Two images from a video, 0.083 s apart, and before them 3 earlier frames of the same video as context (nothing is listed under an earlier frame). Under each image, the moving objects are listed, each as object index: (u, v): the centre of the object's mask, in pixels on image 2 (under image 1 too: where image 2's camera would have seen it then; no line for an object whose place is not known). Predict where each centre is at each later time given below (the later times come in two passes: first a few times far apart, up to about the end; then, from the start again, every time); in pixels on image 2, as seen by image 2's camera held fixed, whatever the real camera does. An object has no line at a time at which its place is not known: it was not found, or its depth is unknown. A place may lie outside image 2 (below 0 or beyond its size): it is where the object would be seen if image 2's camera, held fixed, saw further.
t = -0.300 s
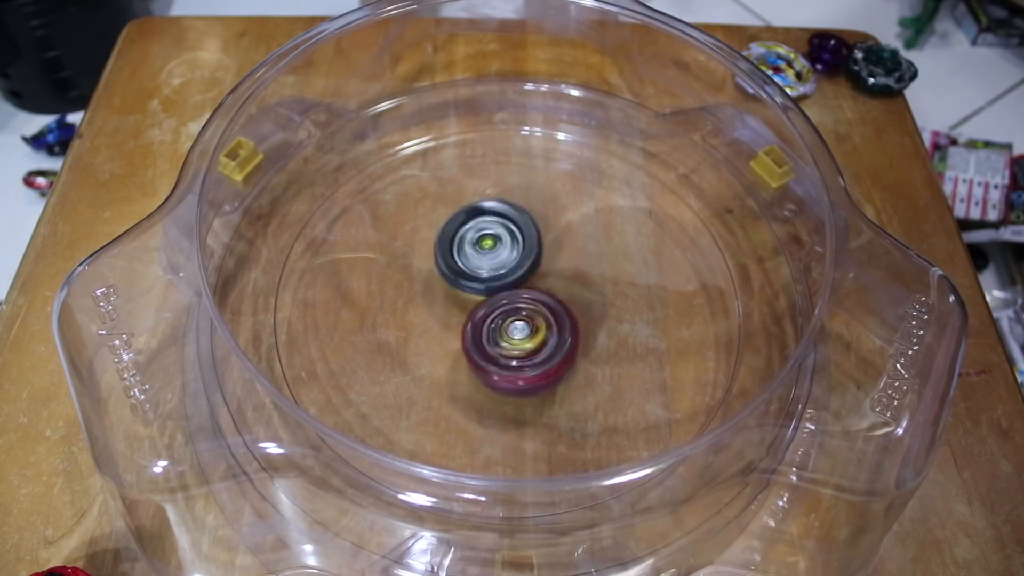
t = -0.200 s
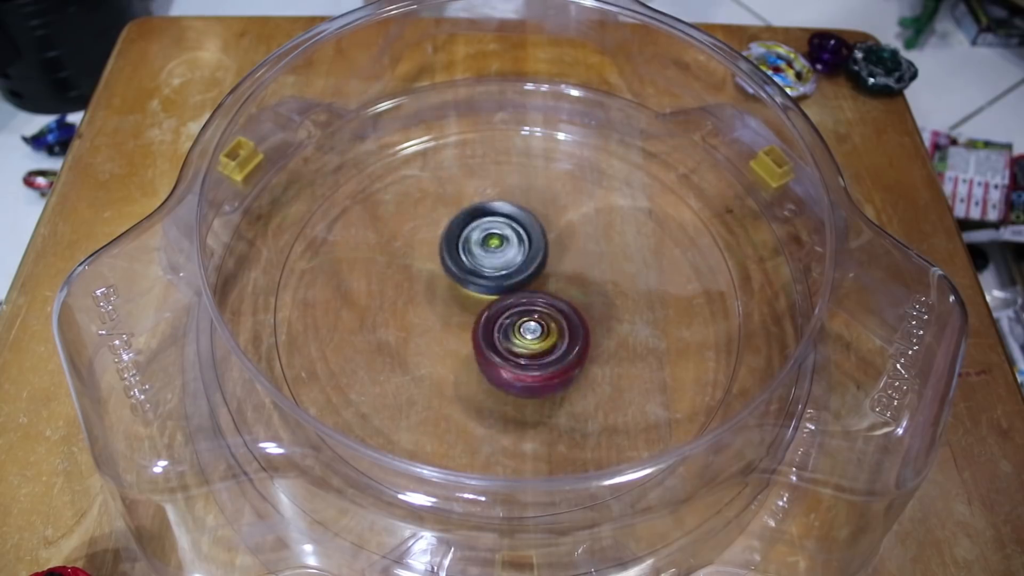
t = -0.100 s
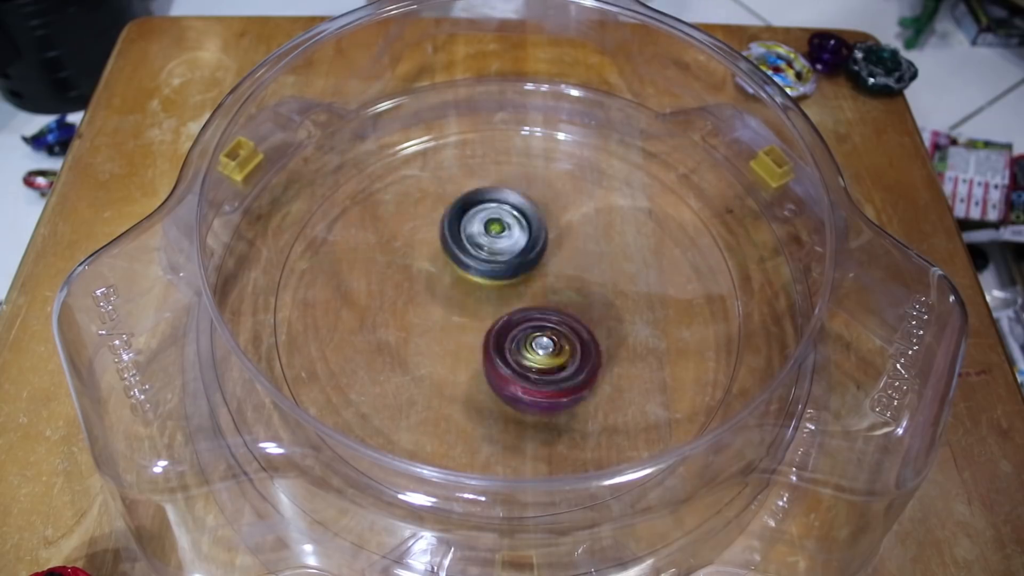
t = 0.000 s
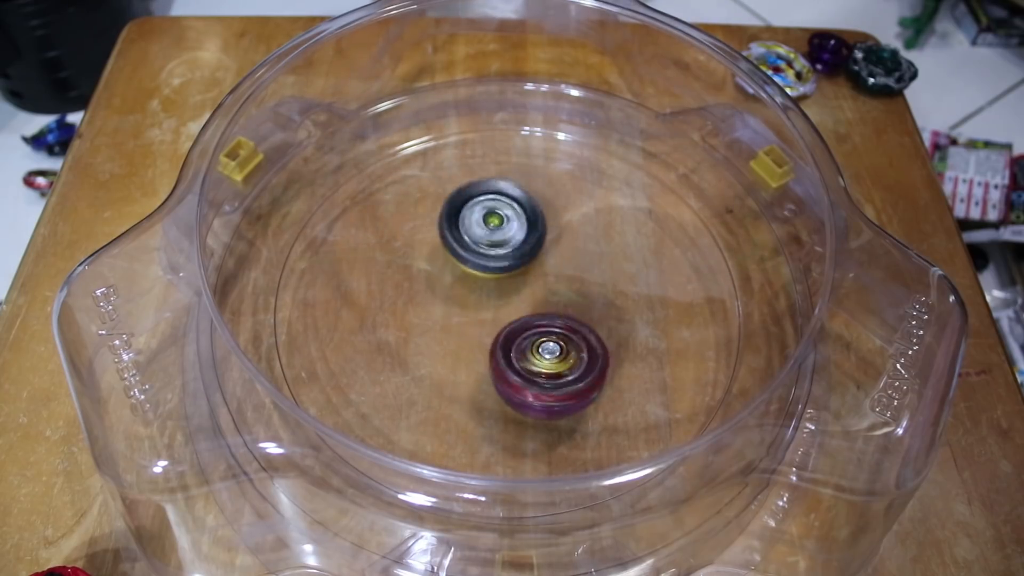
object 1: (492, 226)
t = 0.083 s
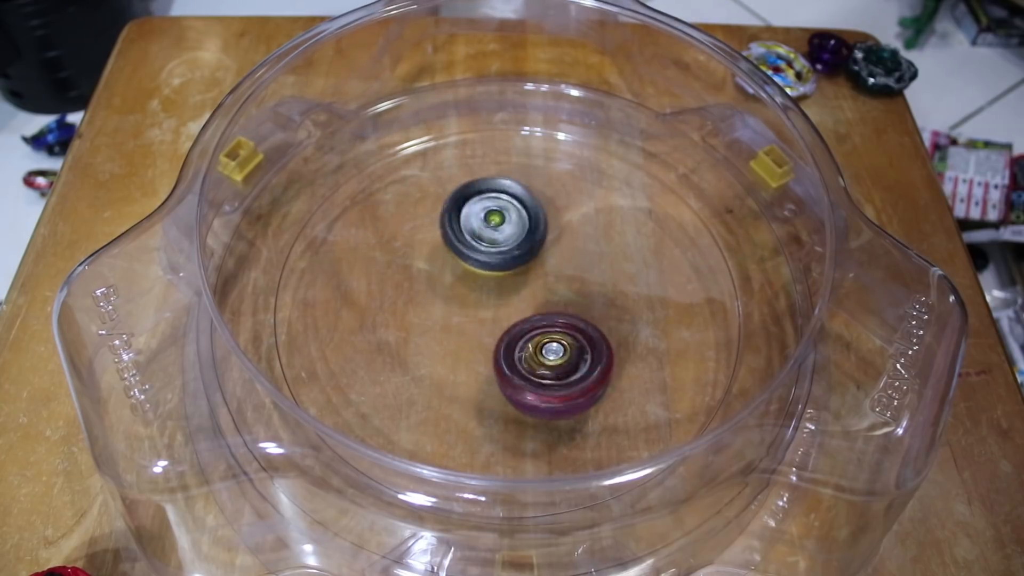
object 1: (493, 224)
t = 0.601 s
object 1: (506, 239)
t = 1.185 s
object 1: (500, 249)
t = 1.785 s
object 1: (516, 246)
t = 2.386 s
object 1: (497, 198)
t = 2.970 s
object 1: (472, 237)
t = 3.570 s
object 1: (453, 249)
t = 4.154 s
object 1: (476, 285)
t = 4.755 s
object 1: (472, 277)
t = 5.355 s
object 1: (484, 258)
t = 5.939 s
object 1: (509, 246)
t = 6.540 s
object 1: (576, 258)
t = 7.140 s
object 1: (571, 246)
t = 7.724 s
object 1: (569, 209)
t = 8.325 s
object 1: (488, 216)
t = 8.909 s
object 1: (470, 243)
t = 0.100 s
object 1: (494, 225)
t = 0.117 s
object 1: (494, 224)
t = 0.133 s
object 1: (495, 225)
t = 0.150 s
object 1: (496, 226)
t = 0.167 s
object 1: (497, 226)
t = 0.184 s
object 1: (498, 228)
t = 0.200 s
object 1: (499, 229)
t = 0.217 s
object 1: (499, 230)
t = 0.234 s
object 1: (500, 231)
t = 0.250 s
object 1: (502, 233)
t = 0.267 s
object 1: (502, 235)
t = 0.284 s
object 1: (503, 237)
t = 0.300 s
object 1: (505, 239)
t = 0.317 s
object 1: (506, 241)
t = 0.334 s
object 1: (507, 243)
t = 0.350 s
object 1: (508, 244)
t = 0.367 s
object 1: (509, 244)
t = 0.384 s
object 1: (510, 243)
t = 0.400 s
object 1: (510, 244)
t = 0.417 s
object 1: (511, 245)
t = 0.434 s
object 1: (510, 243)
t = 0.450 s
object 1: (510, 241)
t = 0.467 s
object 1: (508, 239)
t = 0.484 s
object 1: (507, 237)
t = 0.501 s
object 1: (508, 236)
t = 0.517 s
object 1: (508, 237)
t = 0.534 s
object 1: (507, 238)
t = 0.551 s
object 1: (507, 237)
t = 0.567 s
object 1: (507, 238)
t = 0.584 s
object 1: (506, 239)
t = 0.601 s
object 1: (506, 239)
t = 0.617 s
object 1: (506, 241)
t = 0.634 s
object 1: (506, 242)
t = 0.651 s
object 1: (504, 243)
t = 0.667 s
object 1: (505, 244)
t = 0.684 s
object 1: (505, 246)
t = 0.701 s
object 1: (504, 247)
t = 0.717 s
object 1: (505, 248)
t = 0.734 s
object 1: (505, 249)
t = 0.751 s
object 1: (504, 249)
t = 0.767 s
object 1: (505, 248)
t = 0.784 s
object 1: (505, 249)
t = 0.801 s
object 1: (504, 250)
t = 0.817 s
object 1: (503, 250)
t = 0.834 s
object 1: (503, 251)
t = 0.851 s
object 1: (504, 251)
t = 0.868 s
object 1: (502, 251)
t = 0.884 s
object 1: (502, 250)
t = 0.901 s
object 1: (502, 251)
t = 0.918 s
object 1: (501, 252)
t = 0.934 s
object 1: (500, 251)
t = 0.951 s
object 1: (500, 252)
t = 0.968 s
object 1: (500, 252)
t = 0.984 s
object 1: (499, 253)
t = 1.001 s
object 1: (499, 253)
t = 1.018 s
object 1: (499, 253)
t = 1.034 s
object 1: (499, 255)
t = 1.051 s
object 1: (499, 255)
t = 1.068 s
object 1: (499, 256)
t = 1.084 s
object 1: (500, 254)
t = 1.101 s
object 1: (500, 252)
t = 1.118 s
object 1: (501, 252)
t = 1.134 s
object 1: (501, 251)
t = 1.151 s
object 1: (500, 251)
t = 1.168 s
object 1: (500, 249)
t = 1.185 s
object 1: (500, 249)
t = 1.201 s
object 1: (501, 249)
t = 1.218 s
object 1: (500, 248)
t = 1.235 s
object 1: (501, 248)
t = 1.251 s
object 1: (501, 248)
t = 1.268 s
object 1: (501, 248)
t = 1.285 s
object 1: (502, 248)
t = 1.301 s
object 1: (502, 248)
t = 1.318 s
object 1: (503, 249)
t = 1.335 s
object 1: (503, 249)
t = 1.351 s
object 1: (504, 249)
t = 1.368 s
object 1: (505, 249)
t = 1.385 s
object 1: (505, 250)
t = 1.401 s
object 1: (505, 250)
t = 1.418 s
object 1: (506, 251)
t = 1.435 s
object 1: (507, 250)
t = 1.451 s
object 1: (507, 250)
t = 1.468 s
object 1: (508, 249)
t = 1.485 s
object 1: (509, 248)
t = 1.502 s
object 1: (509, 249)
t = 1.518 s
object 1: (509, 248)
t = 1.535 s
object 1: (510, 248)
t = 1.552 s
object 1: (510, 248)
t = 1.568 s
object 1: (510, 248)
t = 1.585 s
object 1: (511, 248)
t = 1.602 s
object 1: (511, 247)
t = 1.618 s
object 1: (512, 248)
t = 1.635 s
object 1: (512, 247)
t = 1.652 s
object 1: (513, 247)
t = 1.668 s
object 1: (513, 247)
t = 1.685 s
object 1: (513, 247)
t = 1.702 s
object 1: (513, 247)
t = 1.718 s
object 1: (514, 247)
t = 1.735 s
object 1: (514, 248)
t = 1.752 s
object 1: (514, 248)
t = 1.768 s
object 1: (514, 248)
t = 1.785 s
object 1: (516, 246)
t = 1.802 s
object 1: (516, 243)
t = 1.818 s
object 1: (517, 242)
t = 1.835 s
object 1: (516, 240)
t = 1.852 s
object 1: (516, 240)
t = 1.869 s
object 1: (516, 238)
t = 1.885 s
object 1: (516, 237)
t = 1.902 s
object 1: (516, 237)
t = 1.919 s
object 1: (516, 236)
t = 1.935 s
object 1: (516, 235)
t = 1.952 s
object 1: (516, 235)
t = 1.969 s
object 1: (516, 235)
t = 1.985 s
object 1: (515, 234)
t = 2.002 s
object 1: (516, 235)
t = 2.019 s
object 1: (517, 235)
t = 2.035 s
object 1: (516, 236)
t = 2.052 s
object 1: (516, 236)
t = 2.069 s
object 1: (516, 237)
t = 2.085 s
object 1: (517, 238)
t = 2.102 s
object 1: (517, 239)
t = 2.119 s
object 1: (517, 240)
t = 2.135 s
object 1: (517, 241)
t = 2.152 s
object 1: (517, 243)
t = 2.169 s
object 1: (517, 244)
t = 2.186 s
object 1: (517, 245)
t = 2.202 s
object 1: (517, 237)
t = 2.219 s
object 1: (514, 229)
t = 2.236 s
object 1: (512, 221)
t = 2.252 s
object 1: (509, 215)
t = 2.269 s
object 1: (508, 211)
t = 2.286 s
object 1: (506, 207)
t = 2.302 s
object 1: (505, 206)
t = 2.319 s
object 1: (503, 204)
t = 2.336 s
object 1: (501, 203)
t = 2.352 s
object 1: (499, 200)
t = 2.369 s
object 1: (497, 199)
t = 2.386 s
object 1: (497, 198)
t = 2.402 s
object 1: (495, 198)
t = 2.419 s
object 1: (494, 197)
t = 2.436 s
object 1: (492, 196)
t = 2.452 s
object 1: (492, 196)
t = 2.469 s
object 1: (491, 197)
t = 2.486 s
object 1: (489, 197)
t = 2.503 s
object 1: (489, 197)
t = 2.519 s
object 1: (488, 199)
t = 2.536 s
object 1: (487, 200)
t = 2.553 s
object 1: (486, 201)
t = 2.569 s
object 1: (486, 203)
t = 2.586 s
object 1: (486, 205)
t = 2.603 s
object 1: (485, 208)
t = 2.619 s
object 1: (485, 209)
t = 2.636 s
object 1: (485, 212)
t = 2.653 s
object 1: (485, 216)
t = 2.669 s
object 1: (484, 219)
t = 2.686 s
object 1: (485, 221)
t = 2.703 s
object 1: (485, 226)
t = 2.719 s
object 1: (485, 229)
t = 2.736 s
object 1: (485, 234)
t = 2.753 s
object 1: (486, 237)
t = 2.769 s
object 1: (486, 240)
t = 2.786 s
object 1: (486, 238)
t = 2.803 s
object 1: (485, 238)
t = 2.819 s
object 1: (485, 238)
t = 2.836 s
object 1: (484, 239)
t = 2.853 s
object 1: (483, 239)
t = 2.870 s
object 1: (483, 240)
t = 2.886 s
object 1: (482, 240)
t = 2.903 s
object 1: (480, 238)
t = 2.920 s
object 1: (479, 237)
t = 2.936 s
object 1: (477, 236)
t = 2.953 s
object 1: (475, 236)
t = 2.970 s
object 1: (472, 237)
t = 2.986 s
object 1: (470, 235)
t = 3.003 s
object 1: (467, 235)
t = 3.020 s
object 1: (467, 234)
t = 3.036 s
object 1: (465, 235)
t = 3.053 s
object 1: (464, 235)
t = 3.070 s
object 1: (462, 235)
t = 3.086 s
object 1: (462, 234)
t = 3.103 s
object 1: (461, 235)
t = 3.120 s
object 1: (461, 236)
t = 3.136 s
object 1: (459, 236)
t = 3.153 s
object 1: (459, 236)
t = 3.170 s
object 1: (458, 236)
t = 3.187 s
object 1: (458, 236)
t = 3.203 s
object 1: (457, 237)
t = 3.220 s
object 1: (456, 236)
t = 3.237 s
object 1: (456, 237)
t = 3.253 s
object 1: (455, 237)
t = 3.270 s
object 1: (454, 239)
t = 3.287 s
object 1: (452, 237)
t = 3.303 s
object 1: (452, 238)
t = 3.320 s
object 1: (451, 238)
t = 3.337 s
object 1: (451, 239)
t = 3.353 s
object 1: (451, 239)
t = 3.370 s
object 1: (451, 241)
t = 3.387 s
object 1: (450, 241)
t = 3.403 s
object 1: (450, 242)
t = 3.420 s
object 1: (449, 241)
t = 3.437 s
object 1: (451, 242)
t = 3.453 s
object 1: (451, 244)
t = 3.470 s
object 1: (452, 245)
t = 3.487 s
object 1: (451, 245)
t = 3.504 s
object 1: (450, 245)
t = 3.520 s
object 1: (451, 246)
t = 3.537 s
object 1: (452, 246)
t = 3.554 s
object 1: (452, 248)
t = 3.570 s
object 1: (453, 249)
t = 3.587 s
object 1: (452, 250)
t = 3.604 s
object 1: (450, 249)
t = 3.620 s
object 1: (450, 249)
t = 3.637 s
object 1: (451, 250)
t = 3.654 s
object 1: (451, 252)
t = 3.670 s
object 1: (450, 254)
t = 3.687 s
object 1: (451, 255)
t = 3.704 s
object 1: (451, 255)
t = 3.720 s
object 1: (452, 256)
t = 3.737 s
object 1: (453, 258)
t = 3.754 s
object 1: (454, 259)
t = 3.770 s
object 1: (455, 261)
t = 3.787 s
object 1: (457, 261)
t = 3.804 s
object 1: (458, 263)
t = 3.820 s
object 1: (460, 264)
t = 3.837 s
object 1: (462, 267)
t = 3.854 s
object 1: (464, 268)
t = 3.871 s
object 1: (466, 270)
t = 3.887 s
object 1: (465, 270)
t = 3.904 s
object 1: (466, 271)
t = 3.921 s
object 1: (468, 271)
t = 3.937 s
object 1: (470, 273)
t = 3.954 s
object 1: (472, 276)
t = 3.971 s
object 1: (472, 276)
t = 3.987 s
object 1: (471, 276)
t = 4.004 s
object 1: (473, 276)
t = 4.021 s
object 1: (474, 278)
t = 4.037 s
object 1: (475, 279)
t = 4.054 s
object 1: (475, 282)
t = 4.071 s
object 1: (474, 281)
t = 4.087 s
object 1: (474, 281)
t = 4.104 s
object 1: (474, 281)
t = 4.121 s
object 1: (475, 282)
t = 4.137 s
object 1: (476, 283)
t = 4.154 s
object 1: (476, 285)
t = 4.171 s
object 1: (475, 286)
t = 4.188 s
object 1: (475, 285)
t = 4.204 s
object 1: (476, 285)
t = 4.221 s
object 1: (475, 285)
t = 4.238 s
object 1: (475, 285)
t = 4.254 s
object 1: (475, 286)
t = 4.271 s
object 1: (475, 287)
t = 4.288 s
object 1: (475, 287)
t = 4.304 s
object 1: (474, 287)
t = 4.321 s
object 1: (473, 287)
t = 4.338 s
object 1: (473, 286)
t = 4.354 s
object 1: (474, 287)
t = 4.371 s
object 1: (474, 286)
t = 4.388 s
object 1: (474, 287)
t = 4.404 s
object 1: (473, 288)
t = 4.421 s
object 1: (472, 287)
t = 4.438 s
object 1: (472, 287)
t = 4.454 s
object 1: (472, 286)
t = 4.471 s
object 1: (472, 286)
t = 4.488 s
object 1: (471, 285)
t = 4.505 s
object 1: (472, 285)
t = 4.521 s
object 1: (471, 285)
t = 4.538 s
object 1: (471, 285)
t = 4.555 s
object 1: (469, 286)
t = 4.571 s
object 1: (468, 282)
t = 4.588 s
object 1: (468, 282)
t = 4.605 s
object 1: (469, 280)
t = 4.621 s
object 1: (469, 281)
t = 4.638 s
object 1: (470, 281)
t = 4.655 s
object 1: (470, 280)
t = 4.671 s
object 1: (471, 280)
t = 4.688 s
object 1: (471, 279)
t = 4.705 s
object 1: (472, 278)
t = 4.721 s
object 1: (472, 278)
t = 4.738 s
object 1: (474, 277)
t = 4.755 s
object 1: (472, 277)
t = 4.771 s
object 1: (468, 273)
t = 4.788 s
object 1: (466, 273)
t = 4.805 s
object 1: (465, 271)
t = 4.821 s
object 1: (465, 271)
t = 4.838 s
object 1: (465, 270)
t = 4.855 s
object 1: (465, 270)
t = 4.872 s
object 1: (464, 271)
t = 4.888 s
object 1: (464, 268)
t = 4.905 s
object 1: (465, 267)
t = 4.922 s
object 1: (467, 267)
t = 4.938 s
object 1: (469, 267)
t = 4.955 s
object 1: (469, 267)
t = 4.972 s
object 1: (470, 266)
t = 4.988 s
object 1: (471, 266)
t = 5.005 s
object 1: (473, 265)
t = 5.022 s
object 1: (475, 266)
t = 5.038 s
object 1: (477, 265)
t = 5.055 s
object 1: (480, 265)
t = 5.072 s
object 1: (481, 265)
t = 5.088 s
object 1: (482, 264)
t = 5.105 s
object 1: (482, 263)
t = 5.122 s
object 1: (479, 260)
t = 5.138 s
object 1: (479, 258)
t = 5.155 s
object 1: (479, 257)
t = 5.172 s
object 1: (479, 258)
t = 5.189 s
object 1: (478, 258)
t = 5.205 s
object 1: (478, 258)
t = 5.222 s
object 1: (478, 258)
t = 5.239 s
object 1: (478, 257)
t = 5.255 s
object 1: (479, 257)
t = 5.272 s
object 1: (480, 257)
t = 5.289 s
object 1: (481, 257)
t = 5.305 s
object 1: (481, 258)
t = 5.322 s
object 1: (482, 258)
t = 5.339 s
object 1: (483, 258)
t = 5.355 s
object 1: (484, 258)
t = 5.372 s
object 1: (485, 258)
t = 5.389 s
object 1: (486, 259)
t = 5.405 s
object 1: (487, 258)
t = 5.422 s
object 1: (487, 258)
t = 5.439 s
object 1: (487, 254)
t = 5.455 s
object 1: (487, 252)
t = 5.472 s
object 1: (488, 251)
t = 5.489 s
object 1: (488, 251)
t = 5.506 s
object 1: (488, 252)
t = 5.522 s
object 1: (486, 251)
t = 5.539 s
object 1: (485, 250)
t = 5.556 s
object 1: (485, 249)
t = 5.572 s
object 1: (486, 246)
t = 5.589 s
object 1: (487, 247)
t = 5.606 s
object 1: (488, 247)
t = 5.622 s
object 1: (488, 247)
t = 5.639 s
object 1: (488, 248)
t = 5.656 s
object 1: (488, 247)
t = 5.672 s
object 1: (489, 247)
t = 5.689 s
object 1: (490, 247)
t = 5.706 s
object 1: (492, 247)
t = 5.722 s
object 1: (493, 248)
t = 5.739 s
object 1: (494, 249)
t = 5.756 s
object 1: (495, 249)
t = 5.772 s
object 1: (496, 250)
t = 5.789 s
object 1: (496, 250)
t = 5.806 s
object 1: (498, 248)
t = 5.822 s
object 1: (500, 248)
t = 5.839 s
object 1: (503, 247)
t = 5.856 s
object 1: (505, 248)
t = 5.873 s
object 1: (505, 248)
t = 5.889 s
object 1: (505, 249)
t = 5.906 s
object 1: (505, 249)
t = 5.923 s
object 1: (507, 247)
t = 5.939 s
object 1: (509, 246)
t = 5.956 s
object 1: (511, 246)
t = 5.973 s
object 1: (514, 245)
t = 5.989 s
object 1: (516, 246)
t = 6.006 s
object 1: (516, 247)
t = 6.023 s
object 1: (516, 247)
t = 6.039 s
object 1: (515, 247)
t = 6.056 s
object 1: (516, 246)
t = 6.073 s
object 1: (519, 245)
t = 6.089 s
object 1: (522, 246)
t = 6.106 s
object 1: (525, 247)
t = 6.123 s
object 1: (525, 250)
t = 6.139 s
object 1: (525, 251)
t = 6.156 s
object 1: (525, 251)
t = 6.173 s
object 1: (525, 252)
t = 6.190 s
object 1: (527, 252)
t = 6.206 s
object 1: (529, 253)
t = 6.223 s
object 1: (531, 254)
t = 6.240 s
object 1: (534, 255)
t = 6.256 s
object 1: (535, 257)
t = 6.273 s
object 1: (535, 258)
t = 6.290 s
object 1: (537, 257)
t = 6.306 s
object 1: (544, 255)
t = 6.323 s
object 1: (548, 252)
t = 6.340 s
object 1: (554, 250)
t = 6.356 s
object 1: (558, 251)
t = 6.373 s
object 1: (560, 251)
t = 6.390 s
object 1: (563, 253)
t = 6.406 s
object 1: (564, 254)
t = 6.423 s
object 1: (564, 254)
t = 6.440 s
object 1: (565, 253)
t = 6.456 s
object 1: (567, 252)
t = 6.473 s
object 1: (568, 252)
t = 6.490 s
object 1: (571, 252)
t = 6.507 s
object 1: (574, 253)
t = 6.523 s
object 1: (576, 255)
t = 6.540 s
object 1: (576, 258)
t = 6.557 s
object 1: (576, 261)
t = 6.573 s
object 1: (575, 264)
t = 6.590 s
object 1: (572, 266)
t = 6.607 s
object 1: (570, 267)
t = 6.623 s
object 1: (569, 270)
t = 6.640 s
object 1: (567, 271)
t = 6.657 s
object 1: (566, 270)
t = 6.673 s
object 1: (566, 271)
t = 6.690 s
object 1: (565, 273)
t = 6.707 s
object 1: (562, 278)
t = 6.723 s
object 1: (560, 280)
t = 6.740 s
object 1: (561, 280)
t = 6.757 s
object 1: (565, 275)
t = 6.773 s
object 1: (570, 271)
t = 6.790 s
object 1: (574, 269)
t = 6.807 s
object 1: (575, 269)
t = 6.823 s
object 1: (575, 267)
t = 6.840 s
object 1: (575, 265)
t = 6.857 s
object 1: (575, 263)
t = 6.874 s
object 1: (573, 261)
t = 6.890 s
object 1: (573, 257)
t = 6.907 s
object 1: (574, 254)
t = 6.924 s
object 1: (575, 252)
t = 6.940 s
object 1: (576, 251)
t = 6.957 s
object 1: (579, 249)
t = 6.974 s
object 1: (580, 249)
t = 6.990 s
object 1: (580, 250)
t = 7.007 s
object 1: (579, 250)
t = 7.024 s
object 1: (577, 250)
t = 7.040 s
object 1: (575, 249)
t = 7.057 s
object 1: (573, 248)
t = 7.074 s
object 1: (573, 247)
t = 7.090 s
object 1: (573, 246)
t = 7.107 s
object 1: (572, 246)
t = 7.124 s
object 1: (572, 246)
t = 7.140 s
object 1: (571, 246)
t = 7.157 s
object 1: (570, 247)
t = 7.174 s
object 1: (570, 244)
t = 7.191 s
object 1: (572, 244)
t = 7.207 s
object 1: (575, 243)
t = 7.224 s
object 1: (579, 243)
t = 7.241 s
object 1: (582, 242)
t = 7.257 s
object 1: (584, 242)
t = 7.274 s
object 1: (585, 242)
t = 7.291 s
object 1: (583, 241)
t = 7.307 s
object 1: (580, 241)
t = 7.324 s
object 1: (579, 239)
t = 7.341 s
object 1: (577, 237)
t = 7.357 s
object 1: (576, 233)
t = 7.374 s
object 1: (575, 230)
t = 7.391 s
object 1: (576, 230)
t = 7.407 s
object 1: (578, 230)
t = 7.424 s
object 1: (578, 229)
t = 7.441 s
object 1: (579, 229)
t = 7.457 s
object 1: (581, 229)
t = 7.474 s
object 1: (584, 226)
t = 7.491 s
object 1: (588, 225)
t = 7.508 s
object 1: (590, 222)
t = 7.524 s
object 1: (592, 221)
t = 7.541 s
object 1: (593, 221)
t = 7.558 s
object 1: (591, 221)
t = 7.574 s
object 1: (588, 221)
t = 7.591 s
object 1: (585, 220)
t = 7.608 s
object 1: (582, 220)
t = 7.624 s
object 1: (579, 219)
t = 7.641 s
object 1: (576, 217)
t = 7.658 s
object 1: (573, 214)
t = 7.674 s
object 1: (572, 212)
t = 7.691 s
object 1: (571, 212)
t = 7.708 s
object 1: (570, 211)
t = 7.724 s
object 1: (569, 209)
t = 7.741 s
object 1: (569, 211)
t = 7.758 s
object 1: (569, 212)
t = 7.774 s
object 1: (568, 211)
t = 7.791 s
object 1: (565, 212)
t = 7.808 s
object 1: (562, 212)
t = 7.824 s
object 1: (559, 213)
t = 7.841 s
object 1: (555, 214)
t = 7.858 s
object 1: (550, 215)
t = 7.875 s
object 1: (545, 214)
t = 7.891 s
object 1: (539, 214)
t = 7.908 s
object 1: (535, 213)
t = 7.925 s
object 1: (531, 213)
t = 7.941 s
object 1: (527, 211)
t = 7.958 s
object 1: (524, 210)
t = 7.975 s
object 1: (521, 210)
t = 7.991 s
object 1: (519, 210)
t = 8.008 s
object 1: (516, 208)
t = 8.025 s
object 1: (512, 205)
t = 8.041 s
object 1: (508, 203)
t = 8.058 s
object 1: (505, 203)
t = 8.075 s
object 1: (503, 203)
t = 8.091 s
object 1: (501, 203)
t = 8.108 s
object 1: (498, 202)
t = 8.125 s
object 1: (496, 201)
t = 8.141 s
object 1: (495, 199)
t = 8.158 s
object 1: (495, 199)
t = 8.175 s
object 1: (495, 200)
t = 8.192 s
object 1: (495, 201)
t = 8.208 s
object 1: (494, 203)
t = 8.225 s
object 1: (495, 205)
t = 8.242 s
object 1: (495, 206)
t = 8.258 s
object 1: (494, 208)
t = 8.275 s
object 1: (492, 211)
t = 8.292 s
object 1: (491, 213)
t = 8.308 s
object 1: (489, 215)
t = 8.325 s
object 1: (488, 216)
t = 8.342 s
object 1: (487, 217)
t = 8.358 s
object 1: (488, 218)
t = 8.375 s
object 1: (488, 220)
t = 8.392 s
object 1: (489, 222)
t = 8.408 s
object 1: (491, 223)
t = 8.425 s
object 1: (492, 225)
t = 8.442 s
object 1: (494, 227)
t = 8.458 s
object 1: (495, 227)
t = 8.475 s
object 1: (496, 227)
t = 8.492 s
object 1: (498, 229)
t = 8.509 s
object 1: (498, 229)
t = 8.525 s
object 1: (497, 230)
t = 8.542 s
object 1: (496, 230)
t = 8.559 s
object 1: (496, 232)
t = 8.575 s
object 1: (496, 233)
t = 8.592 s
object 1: (495, 234)
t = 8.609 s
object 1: (495, 236)
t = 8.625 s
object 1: (493, 238)
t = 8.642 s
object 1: (491, 237)
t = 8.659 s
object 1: (489, 238)
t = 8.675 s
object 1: (486, 235)
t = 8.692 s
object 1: (485, 236)
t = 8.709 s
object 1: (484, 236)
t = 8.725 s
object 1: (483, 237)
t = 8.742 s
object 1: (482, 237)
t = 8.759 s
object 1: (481, 238)
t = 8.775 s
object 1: (480, 238)
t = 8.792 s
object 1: (479, 239)
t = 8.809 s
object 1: (478, 239)
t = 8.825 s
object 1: (477, 240)
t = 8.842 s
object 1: (476, 241)
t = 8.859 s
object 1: (475, 242)
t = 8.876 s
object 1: (473, 243)
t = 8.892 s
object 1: (472, 243)
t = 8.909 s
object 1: (470, 243)
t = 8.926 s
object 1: (469, 244)
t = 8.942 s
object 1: (467, 244)
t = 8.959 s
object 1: (466, 244)
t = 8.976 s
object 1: (464, 245)
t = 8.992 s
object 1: (464, 245)
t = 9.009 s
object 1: (463, 245)
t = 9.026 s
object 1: (461, 245)
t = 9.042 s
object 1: (459, 245)
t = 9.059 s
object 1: (458, 246)
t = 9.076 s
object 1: (458, 247)
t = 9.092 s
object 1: (458, 247)
